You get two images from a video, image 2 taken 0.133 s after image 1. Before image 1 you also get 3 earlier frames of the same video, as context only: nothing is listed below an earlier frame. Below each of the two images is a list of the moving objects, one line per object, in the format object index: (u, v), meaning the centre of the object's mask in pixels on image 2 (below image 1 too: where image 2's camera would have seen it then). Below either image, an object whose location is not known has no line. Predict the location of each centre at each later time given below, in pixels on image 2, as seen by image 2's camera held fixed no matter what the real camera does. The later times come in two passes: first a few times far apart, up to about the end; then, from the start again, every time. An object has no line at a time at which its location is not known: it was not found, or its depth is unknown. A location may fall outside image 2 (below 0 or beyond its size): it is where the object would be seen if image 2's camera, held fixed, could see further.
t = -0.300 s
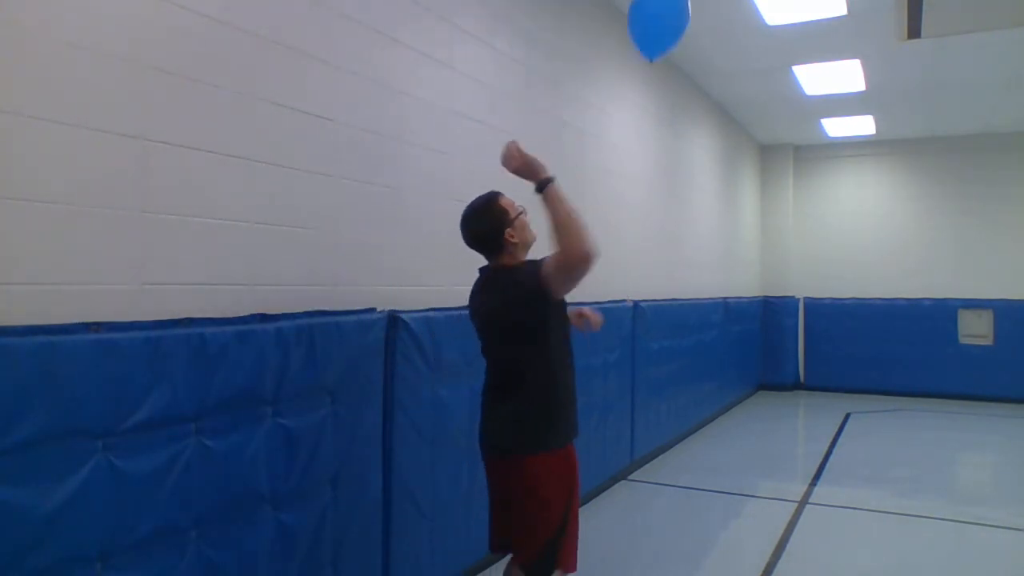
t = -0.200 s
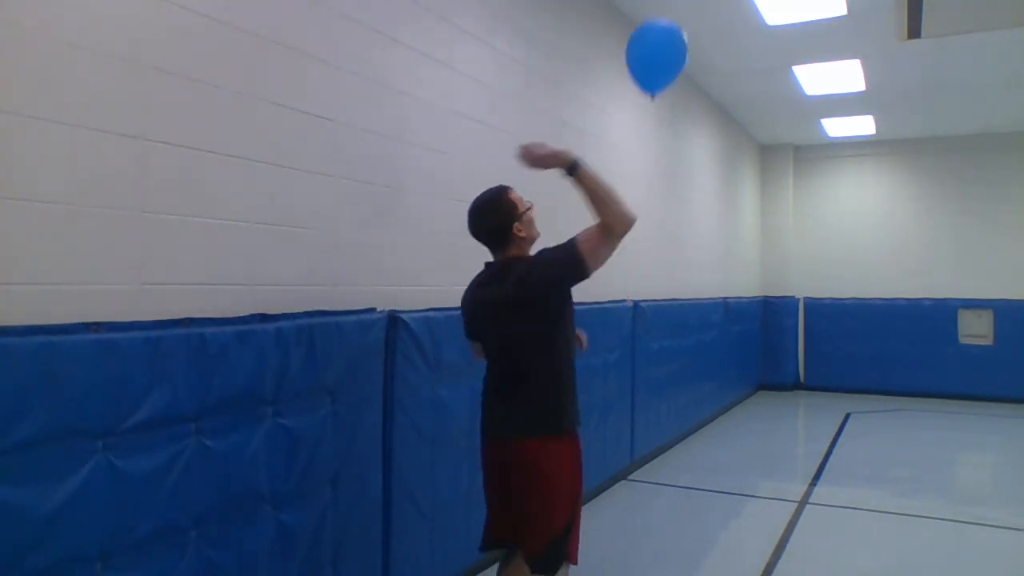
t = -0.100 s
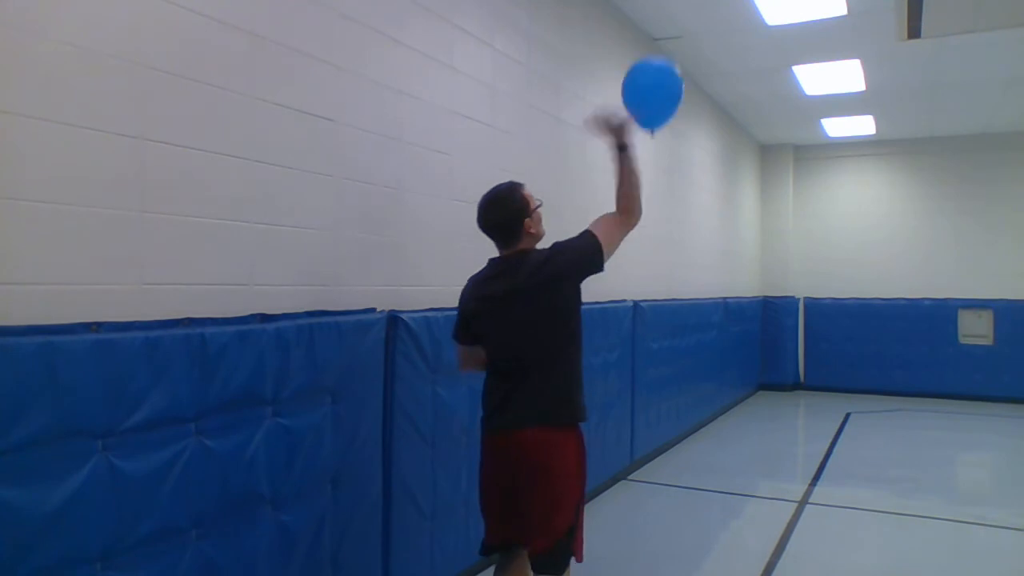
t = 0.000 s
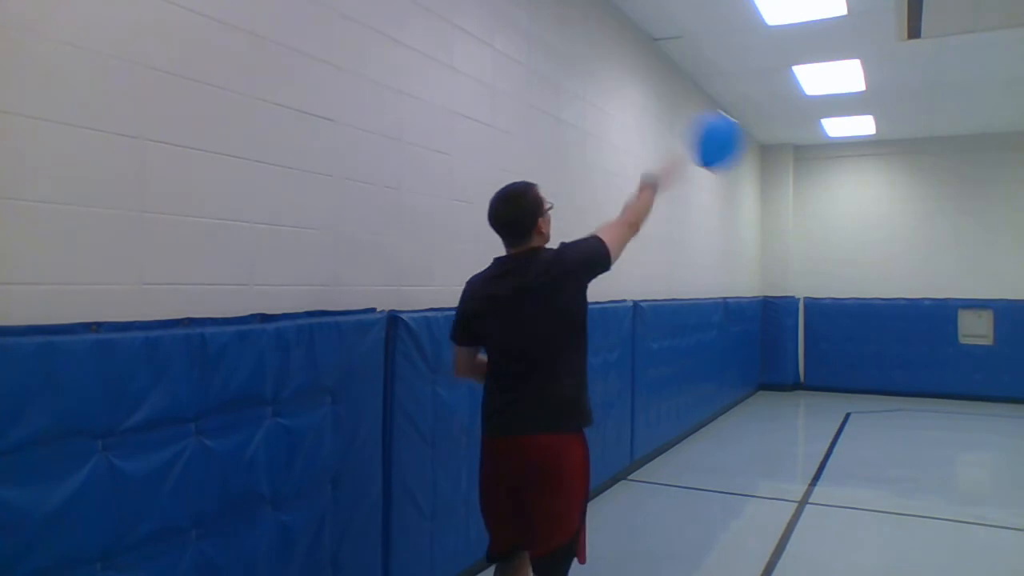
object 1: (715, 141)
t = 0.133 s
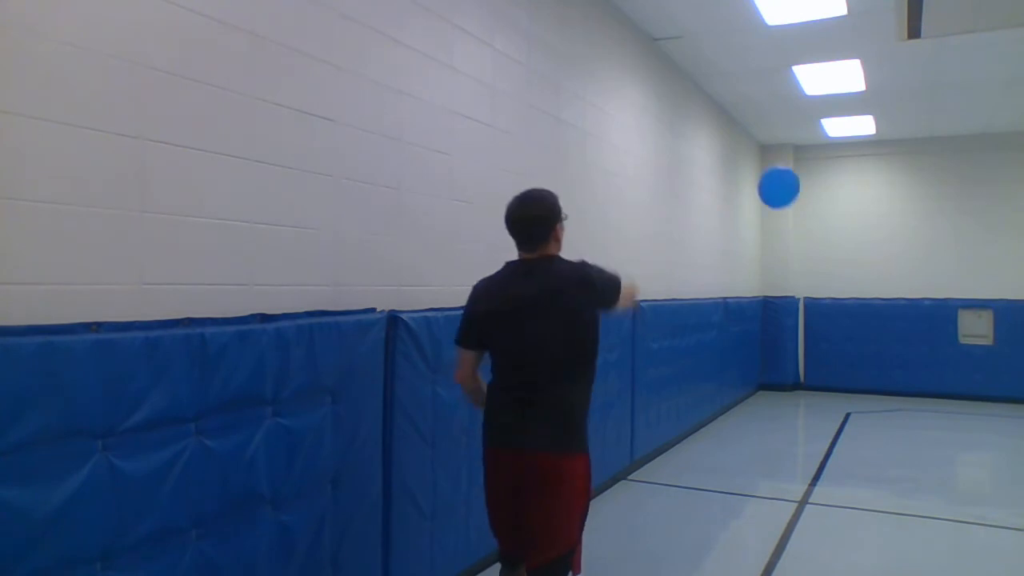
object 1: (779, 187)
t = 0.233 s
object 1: (779, 209)
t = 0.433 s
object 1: (784, 233)
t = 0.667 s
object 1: (813, 254)
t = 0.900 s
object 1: (840, 282)
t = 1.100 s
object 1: (861, 314)
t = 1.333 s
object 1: (884, 355)
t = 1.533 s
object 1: (902, 391)
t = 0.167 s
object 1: (780, 195)
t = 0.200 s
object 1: (780, 202)
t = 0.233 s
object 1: (779, 209)
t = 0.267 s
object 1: (777, 215)
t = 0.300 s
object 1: (777, 220)
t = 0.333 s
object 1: (777, 224)
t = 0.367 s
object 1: (779, 227)
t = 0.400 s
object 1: (781, 230)
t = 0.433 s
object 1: (784, 233)
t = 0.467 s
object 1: (788, 235)
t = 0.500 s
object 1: (791, 238)
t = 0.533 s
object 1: (795, 241)
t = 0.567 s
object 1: (799, 244)
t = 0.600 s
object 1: (804, 247)
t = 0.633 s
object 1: (808, 250)
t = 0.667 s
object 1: (813, 254)
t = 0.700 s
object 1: (817, 257)
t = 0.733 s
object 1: (821, 261)
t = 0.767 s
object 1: (825, 264)
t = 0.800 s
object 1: (829, 268)
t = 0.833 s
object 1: (832, 273)
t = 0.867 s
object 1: (836, 277)
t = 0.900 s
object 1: (840, 282)
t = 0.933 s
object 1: (843, 287)
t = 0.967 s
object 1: (847, 292)
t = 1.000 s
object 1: (850, 298)
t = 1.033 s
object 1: (854, 303)
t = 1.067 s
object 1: (858, 308)
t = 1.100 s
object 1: (861, 314)
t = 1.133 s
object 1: (865, 319)
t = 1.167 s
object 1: (868, 325)
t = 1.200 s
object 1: (871, 331)
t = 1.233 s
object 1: (874, 337)
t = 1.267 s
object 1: (878, 343)
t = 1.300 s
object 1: (881, 349)
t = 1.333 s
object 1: (884, 355)
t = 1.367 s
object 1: (887, 362)
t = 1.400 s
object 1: (890, 368)
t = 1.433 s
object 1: (893, 374)
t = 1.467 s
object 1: (896, 380)
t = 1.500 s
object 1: (899, 386)
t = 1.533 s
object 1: (902, 391)
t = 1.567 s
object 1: (905, 397)
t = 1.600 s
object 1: (909, 403)
